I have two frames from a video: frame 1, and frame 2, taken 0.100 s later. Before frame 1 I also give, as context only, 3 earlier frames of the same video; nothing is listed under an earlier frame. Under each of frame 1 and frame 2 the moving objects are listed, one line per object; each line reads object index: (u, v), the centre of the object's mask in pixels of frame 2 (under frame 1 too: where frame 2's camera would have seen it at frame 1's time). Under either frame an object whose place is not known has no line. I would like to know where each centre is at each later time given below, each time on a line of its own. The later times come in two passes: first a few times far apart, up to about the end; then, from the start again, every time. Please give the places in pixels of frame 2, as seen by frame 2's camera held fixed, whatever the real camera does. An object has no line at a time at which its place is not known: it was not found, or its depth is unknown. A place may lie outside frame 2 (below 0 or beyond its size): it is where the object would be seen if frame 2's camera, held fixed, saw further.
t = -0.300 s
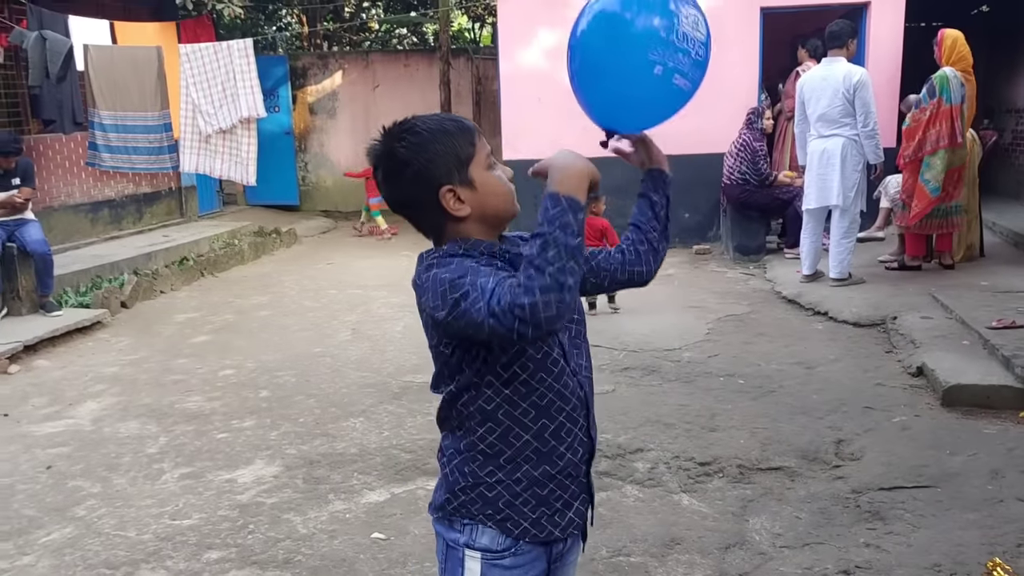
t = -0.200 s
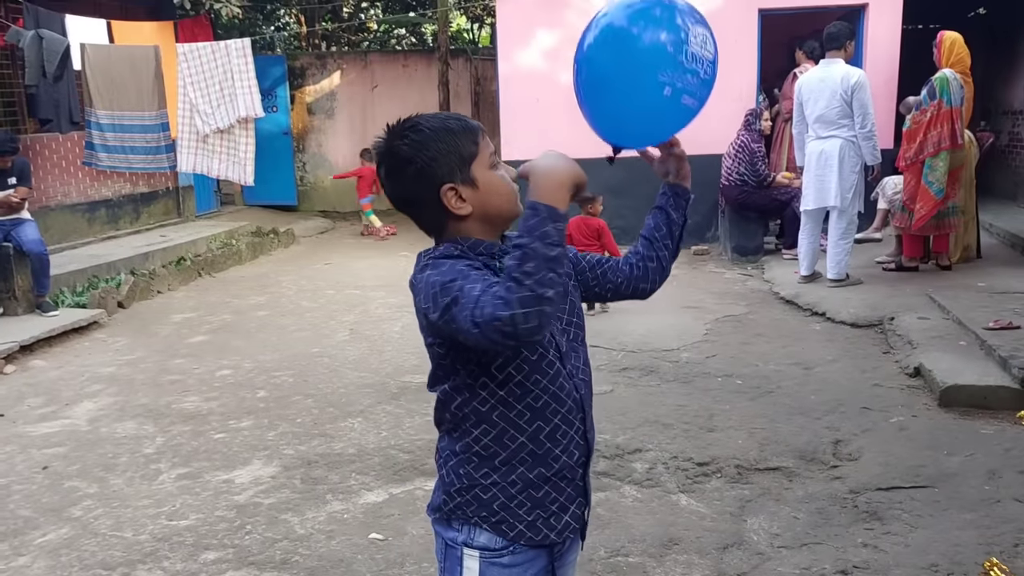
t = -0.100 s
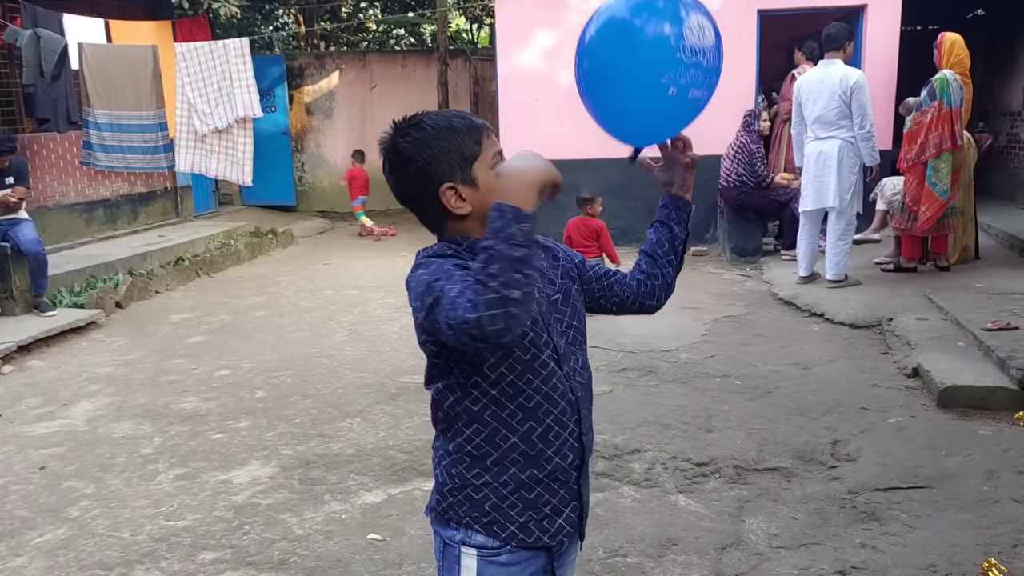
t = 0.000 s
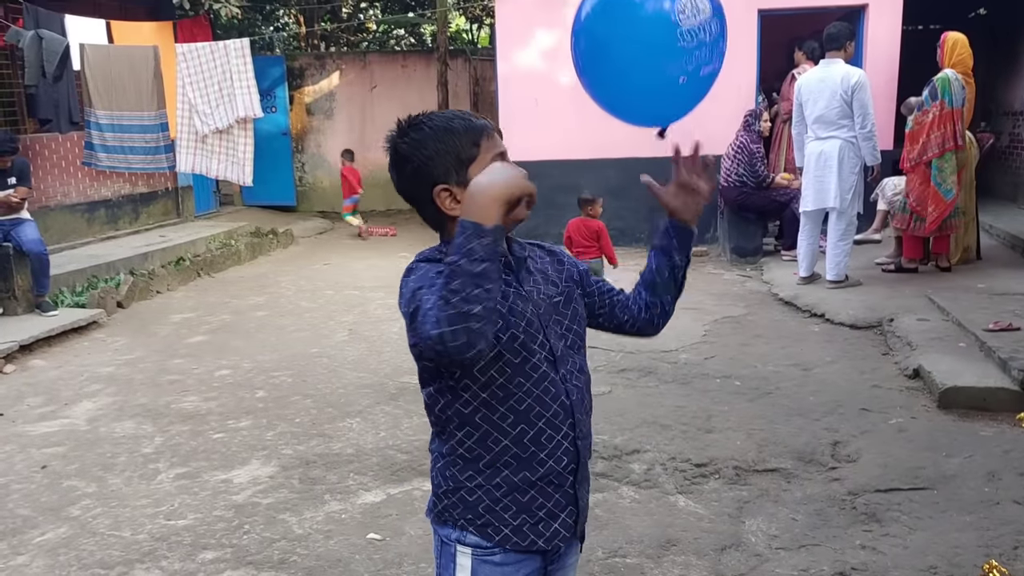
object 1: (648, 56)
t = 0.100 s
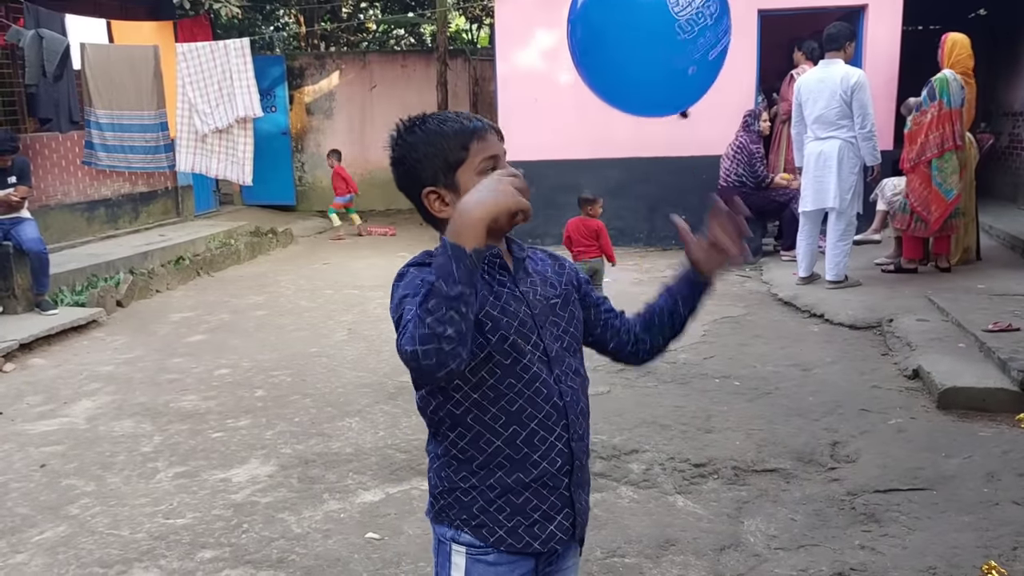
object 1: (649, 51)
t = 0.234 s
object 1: (654, 54)
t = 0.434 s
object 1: (667, 80)
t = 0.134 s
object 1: (650, 51)
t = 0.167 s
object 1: (651, 51)
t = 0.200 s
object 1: (652, 51)
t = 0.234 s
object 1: (654, 54)
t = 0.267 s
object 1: (656, 56)
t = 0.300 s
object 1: (657, 59)
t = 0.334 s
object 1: (657, 60)
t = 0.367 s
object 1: (658, 65)
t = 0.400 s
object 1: (663, 72)
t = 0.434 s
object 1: (667, 80)
